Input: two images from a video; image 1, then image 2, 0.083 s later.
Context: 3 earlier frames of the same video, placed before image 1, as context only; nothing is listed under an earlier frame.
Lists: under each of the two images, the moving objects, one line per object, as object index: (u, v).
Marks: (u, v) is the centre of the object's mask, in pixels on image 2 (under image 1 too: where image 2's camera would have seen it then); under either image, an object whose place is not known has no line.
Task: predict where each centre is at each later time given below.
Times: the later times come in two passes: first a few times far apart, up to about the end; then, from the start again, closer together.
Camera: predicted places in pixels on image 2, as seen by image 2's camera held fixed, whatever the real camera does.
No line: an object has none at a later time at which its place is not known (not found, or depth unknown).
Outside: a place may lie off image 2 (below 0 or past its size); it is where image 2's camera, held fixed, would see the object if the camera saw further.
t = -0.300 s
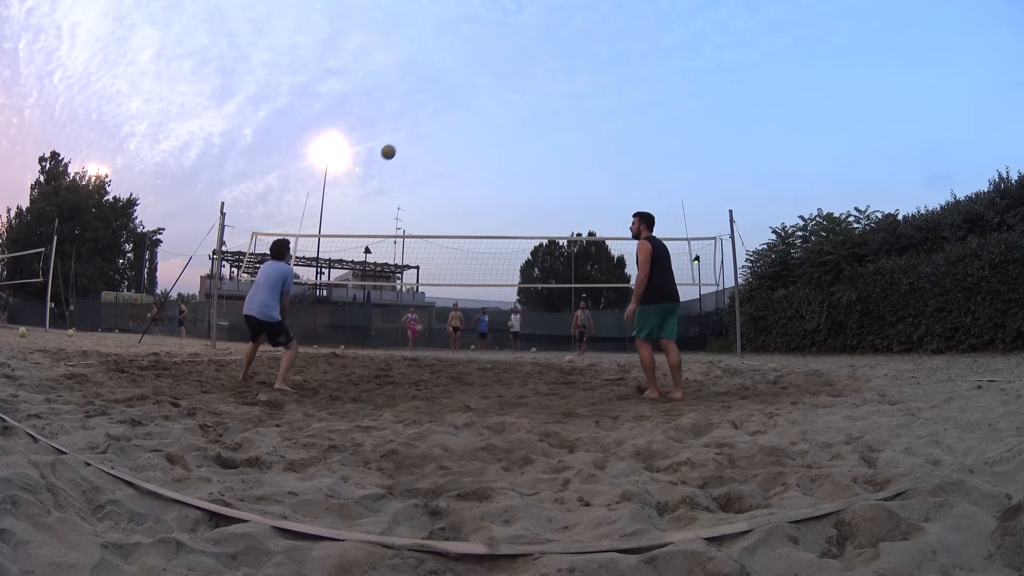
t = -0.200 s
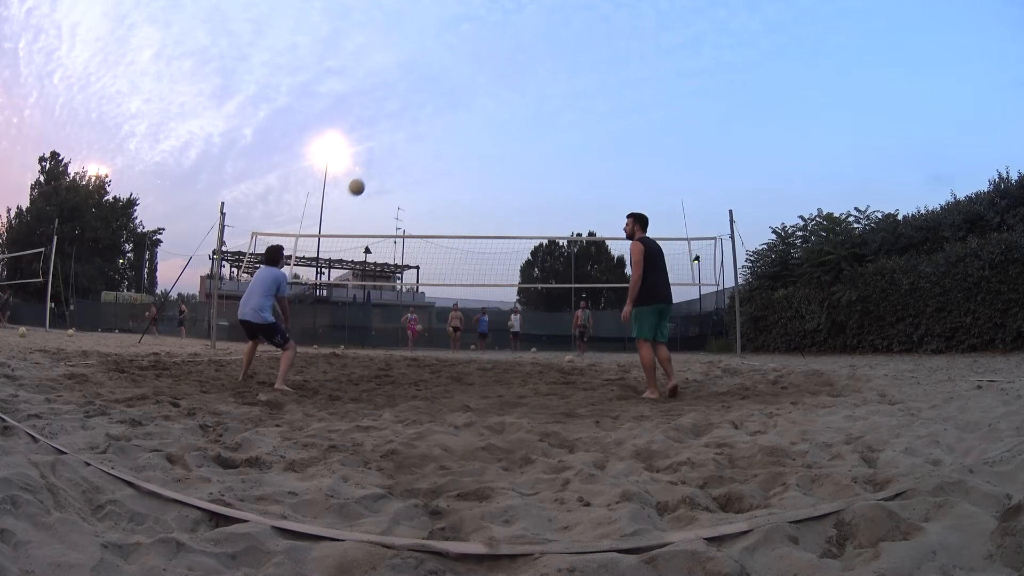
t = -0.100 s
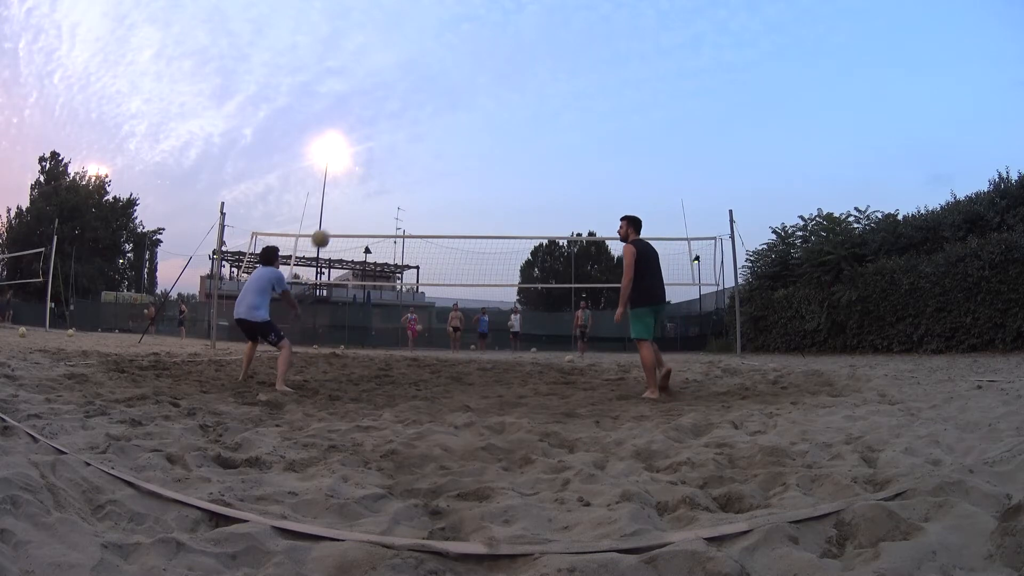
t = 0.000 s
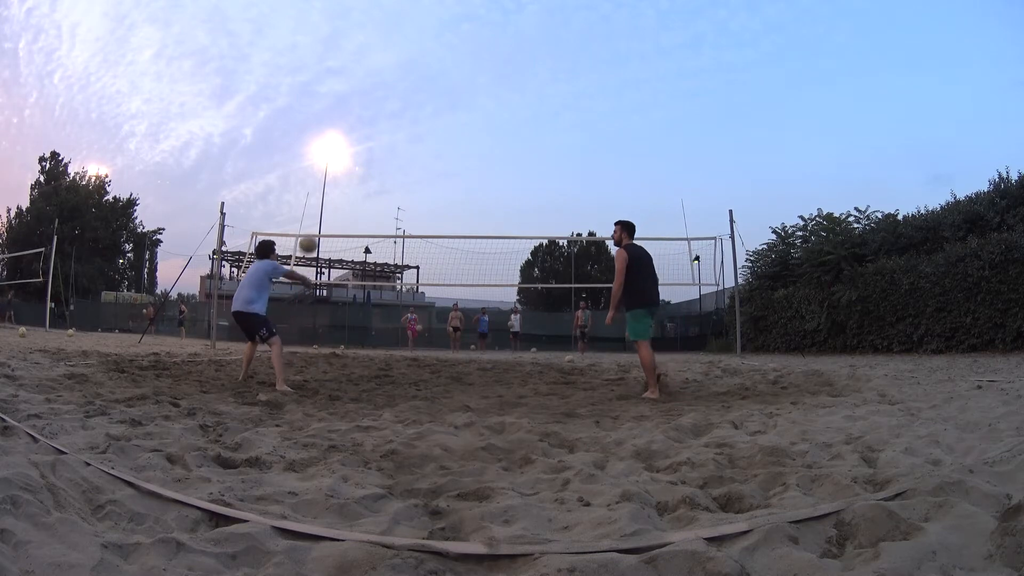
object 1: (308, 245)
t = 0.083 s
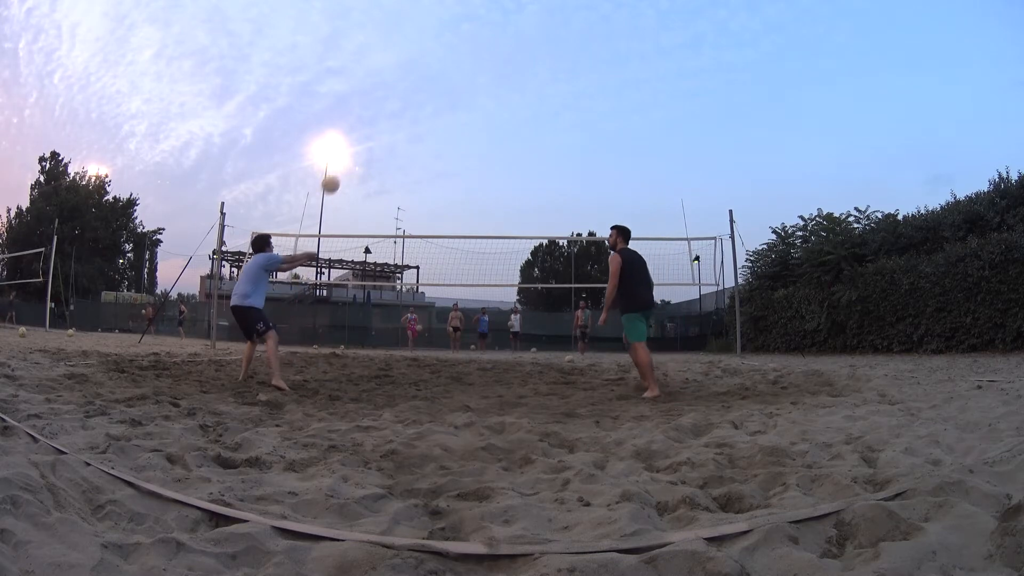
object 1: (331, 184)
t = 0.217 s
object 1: (365, 112)
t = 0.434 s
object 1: (411, 44)
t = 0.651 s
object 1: (447, 15)
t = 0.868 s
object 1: (476, 11)
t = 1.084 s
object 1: (502, 29)
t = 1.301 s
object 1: (526, 70)
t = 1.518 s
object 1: (549, 137)
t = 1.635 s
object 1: (562, 186)
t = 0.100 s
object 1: (335, 174)
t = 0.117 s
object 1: (341, 165)
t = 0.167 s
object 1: (352, 136)
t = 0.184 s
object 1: (356, 128)
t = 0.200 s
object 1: (361, 120)
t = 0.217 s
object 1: (365, 112)
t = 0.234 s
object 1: (369, 105)
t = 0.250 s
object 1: (373, 98)
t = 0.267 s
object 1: (376, 92)
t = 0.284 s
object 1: (380, 86)
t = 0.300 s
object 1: (384, 80)
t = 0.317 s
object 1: (388, 75)
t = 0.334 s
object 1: (391, 69)
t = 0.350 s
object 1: (395, 65)
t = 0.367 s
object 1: (398, 60)
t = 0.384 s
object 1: (402, 56)
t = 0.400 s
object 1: (405, 52)
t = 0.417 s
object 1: (408, 48)
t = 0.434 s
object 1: (411, 44)
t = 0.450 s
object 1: (414, 41)
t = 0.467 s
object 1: (417, 38)
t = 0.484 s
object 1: (420, 35)
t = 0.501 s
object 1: (423, 32)
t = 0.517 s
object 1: (426, 29)
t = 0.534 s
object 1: (429, 27)
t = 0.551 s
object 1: (432, 25)
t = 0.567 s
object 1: (434, 23)
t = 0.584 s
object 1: (437, 21)
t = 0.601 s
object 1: (440, 19)
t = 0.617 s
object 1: (442, 18)
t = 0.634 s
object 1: (445, 16)
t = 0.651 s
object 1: (447, 15)
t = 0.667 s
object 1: (450, 14)
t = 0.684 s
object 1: (452, 13)
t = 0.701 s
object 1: (454, 12)
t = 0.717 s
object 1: (457, 12)
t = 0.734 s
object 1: (459, 11)
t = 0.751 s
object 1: (461, 11)
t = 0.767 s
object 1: (463, 10)
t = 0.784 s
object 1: (466, 10)
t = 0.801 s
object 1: (468, 10)
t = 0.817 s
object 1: (470, 10)
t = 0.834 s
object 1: (472, 11)
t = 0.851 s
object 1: (474, 11)
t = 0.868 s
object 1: (476, 11)
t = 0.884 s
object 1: (478, 12)
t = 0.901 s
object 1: (480, 13)
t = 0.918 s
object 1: (482, 14)
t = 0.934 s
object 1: (484, 15)
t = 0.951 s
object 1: (486, 16)
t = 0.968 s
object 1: (488, 17)
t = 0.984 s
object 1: (490, 19)
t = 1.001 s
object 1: (492, 20)
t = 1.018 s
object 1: (494, 22)
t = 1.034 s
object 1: (496, 23)
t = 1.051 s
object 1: (498, 25)
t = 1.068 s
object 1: (500, 27)
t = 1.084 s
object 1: (502, 29)
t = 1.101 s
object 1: (504, 32)
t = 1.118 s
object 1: (505, 34)
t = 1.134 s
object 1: (507, 37)
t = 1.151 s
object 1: (509, 40)
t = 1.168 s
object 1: (511, 42)
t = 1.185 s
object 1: (513, 45)
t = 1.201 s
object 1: (515, 48)
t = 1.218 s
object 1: (517, 52)
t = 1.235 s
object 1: (519, 55)
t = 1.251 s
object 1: (520, 59)
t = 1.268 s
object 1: (522, 62)
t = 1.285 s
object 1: (524, 66)
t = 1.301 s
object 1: (526, 70)
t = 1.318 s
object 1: (528, 74)
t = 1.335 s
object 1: (529, 78)
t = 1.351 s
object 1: (531, 83)
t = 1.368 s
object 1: (533, 88)
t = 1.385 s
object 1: (535, 92)
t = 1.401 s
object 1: (537, 97)
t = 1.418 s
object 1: (539, 102)
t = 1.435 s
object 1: (540, 108)
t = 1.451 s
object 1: (542, 113)
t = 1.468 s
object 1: (544, 119)
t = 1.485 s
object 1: (546, 125)
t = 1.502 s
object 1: (547, 131)
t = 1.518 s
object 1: (549, 137)
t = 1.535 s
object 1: (551, 143)
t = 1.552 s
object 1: (553, 150)
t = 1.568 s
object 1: (555, 157)
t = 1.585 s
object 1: (556, 164)
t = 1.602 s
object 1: (558, 171)
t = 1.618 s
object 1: (560, 178)
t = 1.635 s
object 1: (562, 186)
